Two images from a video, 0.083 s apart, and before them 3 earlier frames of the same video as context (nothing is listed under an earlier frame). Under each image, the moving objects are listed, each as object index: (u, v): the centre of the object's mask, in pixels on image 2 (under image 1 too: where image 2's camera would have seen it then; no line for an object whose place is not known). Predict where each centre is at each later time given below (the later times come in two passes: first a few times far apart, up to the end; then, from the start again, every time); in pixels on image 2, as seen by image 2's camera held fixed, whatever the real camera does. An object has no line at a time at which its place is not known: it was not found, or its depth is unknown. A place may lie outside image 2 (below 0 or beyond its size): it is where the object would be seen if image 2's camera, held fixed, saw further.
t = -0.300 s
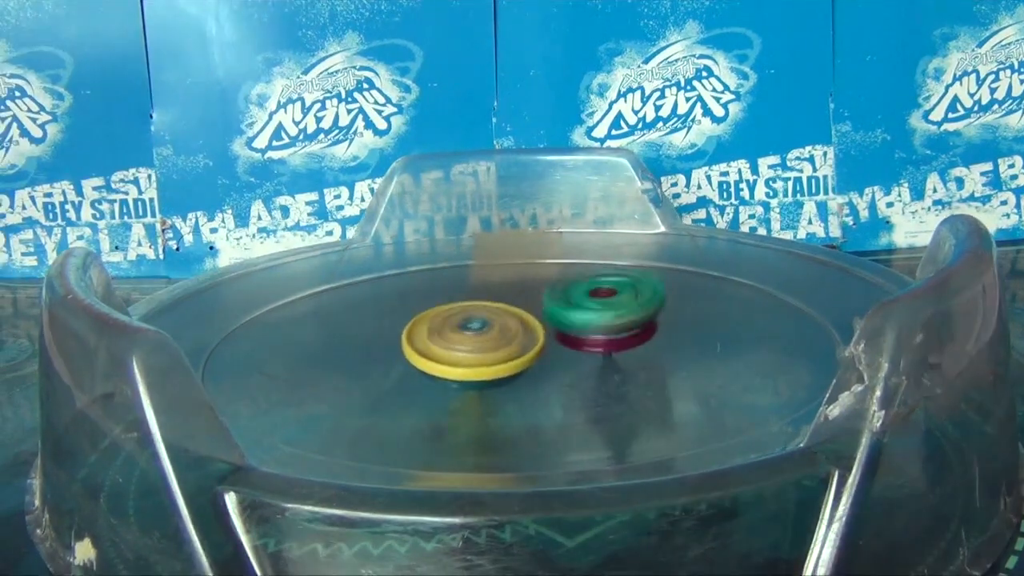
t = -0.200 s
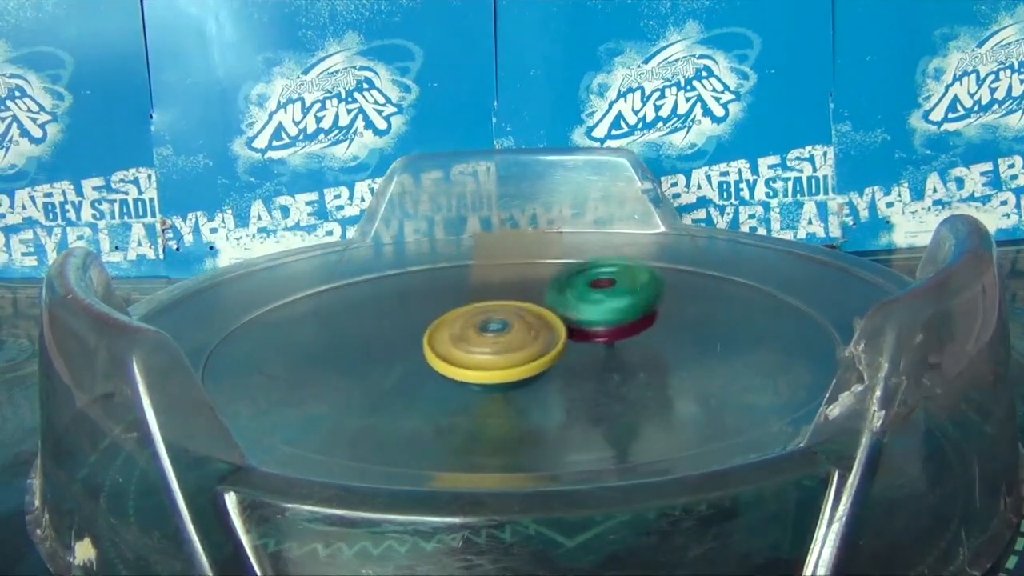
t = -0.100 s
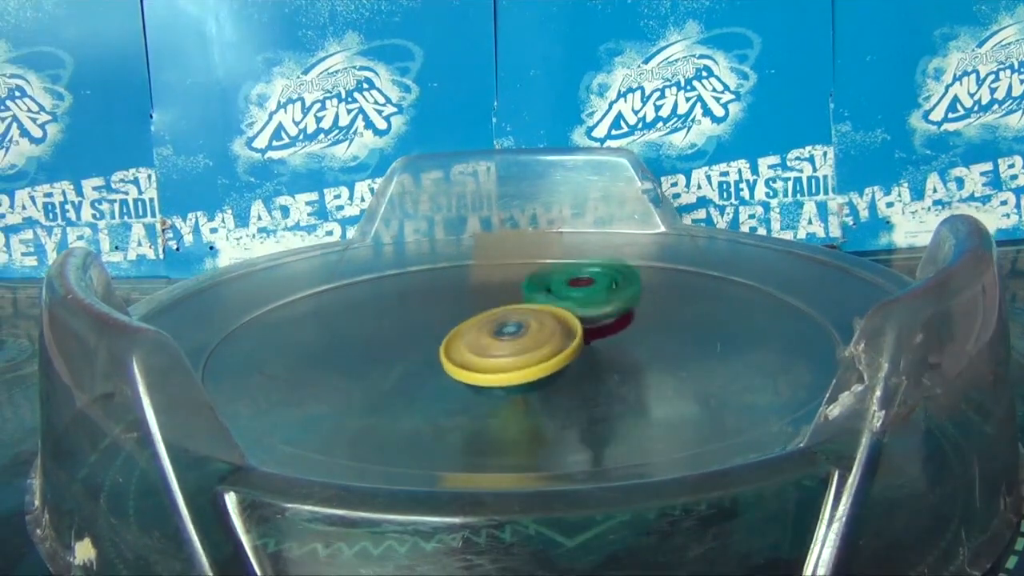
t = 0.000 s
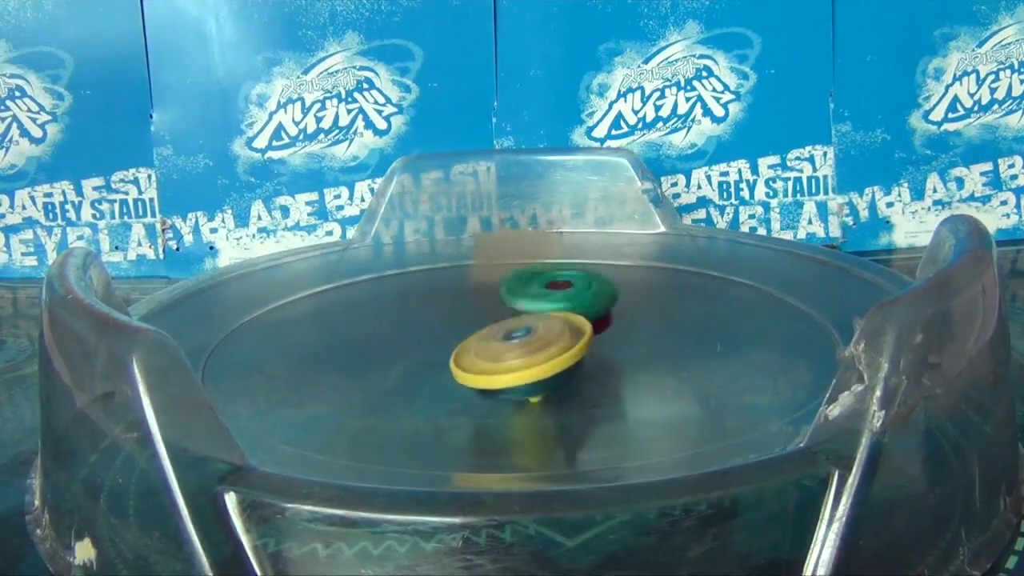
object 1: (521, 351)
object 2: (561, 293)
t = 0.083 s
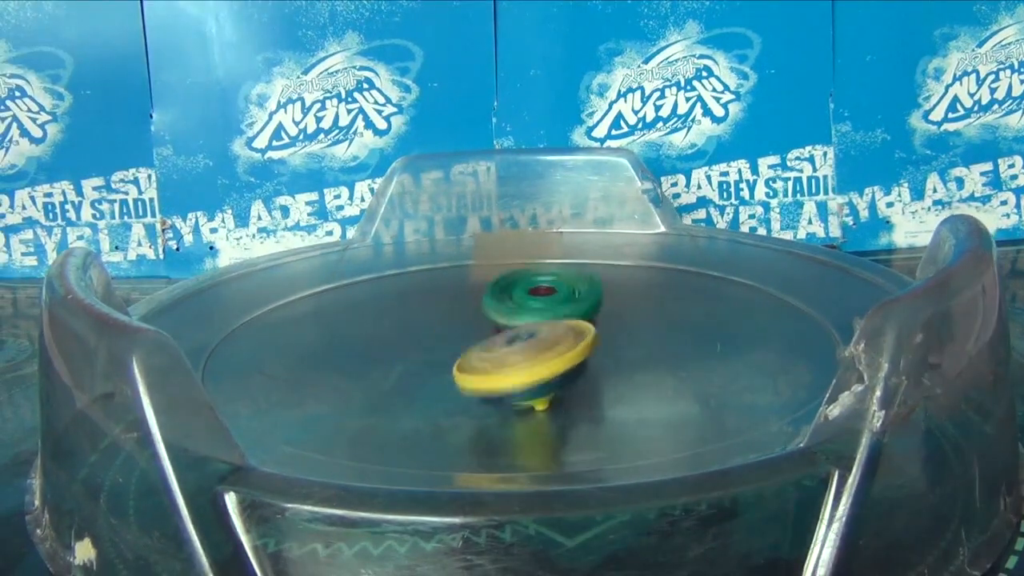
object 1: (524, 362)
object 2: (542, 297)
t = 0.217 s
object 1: (513, 376)
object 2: (529, 302)
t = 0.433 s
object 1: (499, 377)
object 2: (521, 323)
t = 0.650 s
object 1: (486, 378)
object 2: (547, 340)
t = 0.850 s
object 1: (467, 344)
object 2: (619, 340)
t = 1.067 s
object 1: (529, 290)
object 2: (671, 333)
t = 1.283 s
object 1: (604, 250)
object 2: (634, 340)
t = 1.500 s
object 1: (631, 258)
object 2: (582, 339)
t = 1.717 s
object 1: (635, 297)
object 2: (523, 330)
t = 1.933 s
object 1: (542, 359)
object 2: (452, 317)
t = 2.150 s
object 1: (427, 382)
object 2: (442, 314)
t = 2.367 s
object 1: (416, 381)
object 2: (452, 322)
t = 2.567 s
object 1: (439, 372)
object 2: (499, 328)
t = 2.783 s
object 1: (451, 362)
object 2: (548, 332)
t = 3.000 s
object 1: (474, 359)
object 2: (568, 330)
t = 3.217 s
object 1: (476, 366)
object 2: (547, 331)
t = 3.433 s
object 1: (480, 364)
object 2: (576, 331)
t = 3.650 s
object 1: (471, 362)
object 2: (557, 324)
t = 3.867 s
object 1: (487, 353)
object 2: (556, 329)
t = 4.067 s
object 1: (486, 356)
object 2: (556, 332)
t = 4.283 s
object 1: (488, 358)
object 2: (556, 332)
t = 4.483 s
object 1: (488, 357)
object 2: (556, 332)
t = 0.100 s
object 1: (522, 360)
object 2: (541, 299)
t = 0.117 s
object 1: (518, 364)
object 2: (538, 301)
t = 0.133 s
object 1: (517, 366)
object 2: (539, 299)
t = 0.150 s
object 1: (517, 369)
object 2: (538, 300)
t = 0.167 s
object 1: (514, 371)
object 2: (538, 302)
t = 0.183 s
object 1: (514, 372)
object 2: (533, 302)
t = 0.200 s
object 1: (514, 374)
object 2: (532, 301)
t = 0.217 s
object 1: (513, 376)
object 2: (529, 302)
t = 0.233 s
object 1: (512, 376)
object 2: (528, 305)
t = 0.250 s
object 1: (511, 377)
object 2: (525, 304)
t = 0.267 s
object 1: (510, 378)
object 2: (523, 304)
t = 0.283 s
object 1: (510, 377)
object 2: (521, 305)
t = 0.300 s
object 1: (509, 378)
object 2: (520, 309)
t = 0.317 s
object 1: (507, 378)
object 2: (519, 308)
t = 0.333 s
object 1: (507, 377)
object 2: (518, 310)
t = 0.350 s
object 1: (505, 377)
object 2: (517, 312)
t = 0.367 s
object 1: (505, 377)
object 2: (517, 316)
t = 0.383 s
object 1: (503, 377)
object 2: (518, 316)
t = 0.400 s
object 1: (501, 377)
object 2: (518, 317)
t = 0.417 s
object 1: (500, 377)
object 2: (520, 319)
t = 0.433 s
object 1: (499, 377)
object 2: (521, 323)
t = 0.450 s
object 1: (497, 377)
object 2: (521, 322)
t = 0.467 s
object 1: (496, 377)
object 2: (523, 322)
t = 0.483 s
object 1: (494, 377)
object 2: (528, 325)
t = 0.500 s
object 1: (493, 377)
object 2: (527, 330)
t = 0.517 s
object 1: (492, 377)
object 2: (530, 328)
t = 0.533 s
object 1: (490, 377)
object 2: (531, 329)
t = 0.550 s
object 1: (490, 377)
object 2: (536, 331)
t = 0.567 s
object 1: (489, 377)
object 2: (535, 334)
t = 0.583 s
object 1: (488, 376)
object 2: (538, 334)
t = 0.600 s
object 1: (488, 377)
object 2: (540, 335)
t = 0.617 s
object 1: (486, 376)
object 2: (547, 338)
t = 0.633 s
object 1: (487, 376)
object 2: (544, 341)
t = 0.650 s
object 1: (486, 378)
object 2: (547, 340)
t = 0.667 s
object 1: (485, 377)
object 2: (556, 342)
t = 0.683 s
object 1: (484, 378)
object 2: (565, 345)
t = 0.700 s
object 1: (479, 378)
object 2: (570, 347)
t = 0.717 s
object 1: (470, 375)
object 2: (582, 345)
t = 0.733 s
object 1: (465, 372)
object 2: (590, 346)
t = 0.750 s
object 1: (459, 368)
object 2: (595, 345)
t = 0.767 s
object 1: (458, 364)
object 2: (600, 348)
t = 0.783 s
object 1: (457, 361)
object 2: (600, 344)
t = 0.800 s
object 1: (457, 356)
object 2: (607, 341)
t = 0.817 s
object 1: (460, 353)
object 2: (610, 339)
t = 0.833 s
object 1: (465, 349)
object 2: (618, 339)
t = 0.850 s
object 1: (467, 344)
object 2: (619, 340)
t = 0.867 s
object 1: (471, 341)
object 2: (623, 336)
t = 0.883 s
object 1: (476, 337)
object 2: (627, 335)
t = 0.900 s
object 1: (479, 332)
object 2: (630, 334)
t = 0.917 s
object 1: (484, 328)
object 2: (636, 335)
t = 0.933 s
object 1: (489, 324)
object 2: (636, 335)
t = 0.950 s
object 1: (492, 319)
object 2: (642, 331)
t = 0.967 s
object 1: (497, 315)
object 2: (646, 331)
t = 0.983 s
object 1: (502, 311)
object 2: (653, 331)
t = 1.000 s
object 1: (507, 307)
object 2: (657, 332)
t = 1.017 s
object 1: (512, 302)
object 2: (658, 332)
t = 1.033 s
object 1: (518, 299)
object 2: (663, 330)
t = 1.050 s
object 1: (523, 294)
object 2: (665, 331)
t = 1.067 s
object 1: (529, 290)
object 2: (671, 333)
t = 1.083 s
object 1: (535, 286)
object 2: (670, 334)
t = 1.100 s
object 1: (540, 282)
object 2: (670, 333)
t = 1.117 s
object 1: (546, 277)
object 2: (672, 332)
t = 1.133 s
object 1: (553, 275)
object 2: (671, 332)
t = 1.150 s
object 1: (558, 271)
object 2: (672, 334)
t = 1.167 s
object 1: (564, 267)
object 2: (667, 337)
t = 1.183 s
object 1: (571, 264)
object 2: (664, 334)
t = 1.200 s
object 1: (576, 261)
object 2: (660, 335)
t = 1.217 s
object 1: (583, 257)
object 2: (656, 337)
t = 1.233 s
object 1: (589, 255)
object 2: (652, 338)
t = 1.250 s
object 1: (593, 254)
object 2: (645, 340)
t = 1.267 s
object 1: (598, 252)
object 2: (640, 340)
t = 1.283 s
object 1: (604, 250)
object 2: (634, 340)
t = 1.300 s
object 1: (608, 250)
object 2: (630, 340)
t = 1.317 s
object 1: (611, 249)
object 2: (624, 341)
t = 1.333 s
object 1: (615, 249)
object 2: (619, 341)
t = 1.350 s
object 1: (618, 250)
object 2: (614, 341)
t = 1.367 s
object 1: (620, 250)
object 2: (610, 341)
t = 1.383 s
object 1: (624, 249)
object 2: (607, 340)
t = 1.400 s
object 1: (625, 251)
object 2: (602, 340)
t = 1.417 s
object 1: (625, 251)
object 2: (599, 340)
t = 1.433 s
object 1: (628, 252)
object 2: (593, 341)
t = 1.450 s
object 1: (629, 254)
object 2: (591, 340)
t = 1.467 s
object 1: (629, 256)
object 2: (589, 340)
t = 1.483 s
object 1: (630, 256)
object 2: (585, 339)
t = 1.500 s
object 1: (631, 258)
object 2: (582, 339)
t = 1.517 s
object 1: (631, 262)
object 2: (580, 340)
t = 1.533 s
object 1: (631, 263)
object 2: (577, 339)
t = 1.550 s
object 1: (631, 266)
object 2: (576, 339)
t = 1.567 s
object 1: (630, 270)
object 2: (573, 340)
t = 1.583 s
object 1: (633, 271)
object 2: (572, 335)
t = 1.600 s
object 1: (634, 274)
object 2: (571, 335)
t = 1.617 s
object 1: (638, 276)
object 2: (566, 333)
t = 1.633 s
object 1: (639, 278)
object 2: (559, 334)
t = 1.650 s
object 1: (637, 283)
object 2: (548, 335)
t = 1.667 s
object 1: (639, 286)
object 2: (543, 332)
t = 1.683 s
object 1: (641, 288)
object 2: (535, 331)
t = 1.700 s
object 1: (639, 292)
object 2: (526, 330)
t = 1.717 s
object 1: (635, 297)
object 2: (523, 330)
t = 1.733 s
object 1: (631, 302)
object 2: (515, 327)
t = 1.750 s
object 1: (626, 308)
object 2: (510, 324)
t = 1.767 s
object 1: (621, 313)
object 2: (503, 323)
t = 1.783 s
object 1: (618, 323)
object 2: (501, 324)
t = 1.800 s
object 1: (612, 330)
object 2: (496, 324)
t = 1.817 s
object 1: (606, 334)
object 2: (490, 320)
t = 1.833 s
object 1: (599, 339)
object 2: (481, 321)
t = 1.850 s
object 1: (590, 342)
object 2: (474, 321)
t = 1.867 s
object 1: (581, 346)
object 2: (467, 320)
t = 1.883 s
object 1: (572, 351)
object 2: (461, 320)
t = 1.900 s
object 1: (564, 353)
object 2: (458, 321)
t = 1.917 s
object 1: (547, 345)
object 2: (455, 320)
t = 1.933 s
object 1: (542, 359)
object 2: (452, 317)
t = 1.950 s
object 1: (530, 363)
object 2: (449, 319)
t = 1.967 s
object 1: (520, 364)
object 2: (445, 321)
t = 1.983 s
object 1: (507, 369)
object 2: (442, 320)
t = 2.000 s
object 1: (496, 370)
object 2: (439, 321)
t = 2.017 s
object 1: (483, 374)
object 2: (436, 320)
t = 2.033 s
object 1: (471, 367)
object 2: (435, 320)
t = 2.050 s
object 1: (461, 376)
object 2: (437, 319)
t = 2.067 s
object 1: (452, 372)
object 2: (436, 315)
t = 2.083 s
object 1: (441, 373)
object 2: (435, 315)
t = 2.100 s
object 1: (437, 373)
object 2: (437, 317)
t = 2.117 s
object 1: (432, 375)
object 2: (434, 314)
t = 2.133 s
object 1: (429, 383)
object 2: (436, 314)
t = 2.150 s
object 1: (427, 382)
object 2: (442, 314)
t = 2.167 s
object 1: (426, 381)
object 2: (443, 315)
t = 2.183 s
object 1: (423, 381)
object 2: (443, 313)
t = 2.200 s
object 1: (422, 379)
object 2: (445, 314)
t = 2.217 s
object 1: (420, 382)
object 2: (447, 316)
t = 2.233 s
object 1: (419, 380)
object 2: (446, 319)
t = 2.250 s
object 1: (418, 379)
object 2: (442, 319)
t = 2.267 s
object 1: (414, 382)
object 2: (443, 318)
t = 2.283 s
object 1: (413, 379)
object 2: (444, 316)
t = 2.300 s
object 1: (410, 380)
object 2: (446, 318)
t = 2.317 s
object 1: (414, 378)
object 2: (448, 319)
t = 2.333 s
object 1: (414, 381)
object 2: (447, 320)
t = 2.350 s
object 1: (416, 382)
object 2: (448, 321)
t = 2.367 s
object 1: (416, 381)
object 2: (452, 322)
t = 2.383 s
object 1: (418, 381)
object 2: (459, 324)
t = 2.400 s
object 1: (422, 374)
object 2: (459, 327)
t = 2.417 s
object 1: (422, 374)
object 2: (458, 328)
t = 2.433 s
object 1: (422, 373)
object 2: (458, 328)
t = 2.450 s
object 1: (425, 373)
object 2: (459, 326)
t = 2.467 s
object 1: (425, 375)
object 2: (465, 325)
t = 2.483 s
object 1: (424, 373)
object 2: (472, 322)
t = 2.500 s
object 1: (424, 372)
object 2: (477, 323)
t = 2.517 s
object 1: (427, 372)
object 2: (483, 326)
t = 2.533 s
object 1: (432, 372)
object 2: (488, 329)
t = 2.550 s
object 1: (436, 373)
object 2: (493, 329)
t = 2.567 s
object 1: (439, 372)
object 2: (499, 328)
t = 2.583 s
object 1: (442, 371)
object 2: (506, 328)
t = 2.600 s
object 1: (435, 371)
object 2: (519, 334)
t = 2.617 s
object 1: (429, 370)
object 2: (527, 337)
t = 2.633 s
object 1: (424, 367)
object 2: (534, 338)
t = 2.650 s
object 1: (421, 363)
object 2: (539, 336)
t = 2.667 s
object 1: (423, 361)
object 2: (544, 335)
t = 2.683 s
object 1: (426, 360)
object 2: (547, 333)
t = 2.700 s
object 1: (430, 359)
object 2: (549, 336)
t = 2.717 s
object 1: (435, 359)
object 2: (548, 335)
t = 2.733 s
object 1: (440, 361)
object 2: (547, 335)
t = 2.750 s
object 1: (444, 362)
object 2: (547, 334)
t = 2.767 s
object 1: (448, 362)
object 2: (547, 333)
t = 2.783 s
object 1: (451, 362)
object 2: (548, 332)
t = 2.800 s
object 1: (455, 362)
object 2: (550, 330)
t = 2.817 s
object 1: (459, 362)
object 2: (551, 330)
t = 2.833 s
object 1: (462, 361)
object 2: (554, 329)
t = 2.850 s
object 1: (465, 361)
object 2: (557, 329)
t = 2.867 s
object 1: (468, 360)
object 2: (559, 328)
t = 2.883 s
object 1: (471, 360)
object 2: (562, 328)
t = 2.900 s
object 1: (472, 360)
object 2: (564, 329)
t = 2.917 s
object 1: (473, 360)
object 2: (566, 329)
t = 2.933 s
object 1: (474, 360)
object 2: (568, 330)
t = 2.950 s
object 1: (476, 359)
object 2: (567, 332)
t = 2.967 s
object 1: (476, 360)
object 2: (569, 330)
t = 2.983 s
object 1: (474, 360)
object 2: (568, 333)
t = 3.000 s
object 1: (474, 359)
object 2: (568, 330)
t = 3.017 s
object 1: (472, 359)
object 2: (566, 333)
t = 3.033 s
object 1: (469, 358)
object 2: (565, 330)
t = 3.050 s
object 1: (465, 358)
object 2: (563, 329)
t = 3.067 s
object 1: (461, 357)
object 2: (560, 332)
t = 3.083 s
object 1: (462, 354)
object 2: (561, 328)
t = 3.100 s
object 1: (462, 352)
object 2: (559, 328)
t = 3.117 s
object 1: (467, 352)
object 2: (557, 327)
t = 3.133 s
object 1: (471, 353)
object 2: (553, 329)
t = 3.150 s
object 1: (474, 354)
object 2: (551, 330)
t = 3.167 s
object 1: (478, 358)
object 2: (549, 331)
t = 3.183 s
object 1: (478, 362)
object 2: (547, 332)
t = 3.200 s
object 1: (478, 365)
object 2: (546, 331)
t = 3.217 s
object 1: (476, 366)
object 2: (547, 331)
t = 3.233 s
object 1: (475, 365)
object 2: (548, 330)
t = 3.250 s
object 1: (474, 365)
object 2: (551, 330)
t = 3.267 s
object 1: (474, 365)
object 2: (554, 330)
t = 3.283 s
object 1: (473, 364)
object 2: (557, 330)
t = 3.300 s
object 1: (472, 364)
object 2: (559, 330)
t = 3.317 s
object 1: (473, 364)
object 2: (562, 330)
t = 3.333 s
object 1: (474, 363)
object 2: (565, 331)
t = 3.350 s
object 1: (476, 363)
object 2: (567, 331)
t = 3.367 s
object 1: (477, 363)
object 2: (569, 331)
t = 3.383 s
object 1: (478, 363)
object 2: (572, 331)
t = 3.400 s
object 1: (479, 363)
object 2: (574, 331)
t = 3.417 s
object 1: (480, 364)
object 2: (575, 332)
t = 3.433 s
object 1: (480, 364)
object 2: (576, 331)
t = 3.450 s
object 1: (481, 364)
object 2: (575, 330)
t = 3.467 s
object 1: (481, 364)
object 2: (575, 330)
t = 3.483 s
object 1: (482, 364)
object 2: (574, 329)
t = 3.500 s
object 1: (482, 364)
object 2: (573, 328)
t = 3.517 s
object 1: (482, 363)
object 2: (572, 328)
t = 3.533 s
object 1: (481, 363)
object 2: (570, 327)
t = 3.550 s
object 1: (482, 361)
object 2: (568, 325)
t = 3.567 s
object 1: (480, 361)
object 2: (566, 325)
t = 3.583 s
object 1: (478, 361)
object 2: (564, 325)
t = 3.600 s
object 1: (476, 361)
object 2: (562, 324)
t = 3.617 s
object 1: (474, 361)
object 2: (559, 323)
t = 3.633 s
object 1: (472, 362)
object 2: (558, 324)
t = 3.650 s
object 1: (471, 362)
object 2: (557, 324)
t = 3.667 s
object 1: (468, 361)
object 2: (556, 324)
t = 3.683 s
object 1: (468, 361)
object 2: (557, 323)
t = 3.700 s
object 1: (468, 360)
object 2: (558, 324)
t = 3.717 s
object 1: (468, 358)
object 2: (559, 324)
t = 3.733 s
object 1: (467, 357)
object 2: (559, 324)
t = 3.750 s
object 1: (468, 356)
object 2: (559, 324)
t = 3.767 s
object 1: (468, 354)
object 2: (559, 325)
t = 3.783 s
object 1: (473, 353)
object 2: (559, 324)
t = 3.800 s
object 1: (476, 351)
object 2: (559, 326)
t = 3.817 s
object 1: (479, 352)
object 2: (558, 326)
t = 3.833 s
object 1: (482, 353)
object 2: (557, 327)
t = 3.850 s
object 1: (484, 353)
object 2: (557, 327)
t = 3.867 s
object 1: (487, 353)
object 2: (556, 329)
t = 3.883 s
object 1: (489, 354)
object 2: (556, 329)
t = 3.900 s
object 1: (489, 354)
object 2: (556, 330)
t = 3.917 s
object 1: (489, 354)
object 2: (556, 330)
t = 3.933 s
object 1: (489, 355)
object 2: (555, 331)
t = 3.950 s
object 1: (489, 356)
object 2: (555, 332)
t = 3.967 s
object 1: (488, 357)
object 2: (555, 332)
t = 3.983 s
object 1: (488, 357)
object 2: (555, 332)
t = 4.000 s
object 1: (488, 358)
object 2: (555, 332)
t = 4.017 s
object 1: (488, 357)
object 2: (555, 332)
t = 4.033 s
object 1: (487, 357)
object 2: (555, 332)
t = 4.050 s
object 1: (486, 357)
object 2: (556, 332)
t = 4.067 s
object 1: (486, 356)
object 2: (556, 332)
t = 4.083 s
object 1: (487, 357)
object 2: (556, 332)
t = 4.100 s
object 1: (487, 357)
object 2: (556, 332)
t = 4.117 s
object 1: (487, 358)
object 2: (556, 332)
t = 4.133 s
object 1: (488, 358)
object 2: (556, 332)
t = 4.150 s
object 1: (488, 358)
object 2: (556, 332)
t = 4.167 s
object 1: (488, 358)
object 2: (557, 332)
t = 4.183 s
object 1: (488, 358)
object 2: (557, 332)
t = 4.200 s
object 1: (488, 357)
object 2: (557, 332)
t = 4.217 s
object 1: (487, 357)
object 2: (556, 332)
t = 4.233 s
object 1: (488, 357)
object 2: (556, 332)
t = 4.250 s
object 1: (487, 357)
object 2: (556, 332)
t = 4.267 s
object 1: (488, 358)
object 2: (556, 332)
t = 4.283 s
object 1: (488, 358)
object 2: (556, 332)
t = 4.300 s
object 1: (488, 358)
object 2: (556, 331)
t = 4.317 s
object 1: (488, 358)
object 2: (556, 332)
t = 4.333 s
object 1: (488, 357)
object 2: (556, 332)
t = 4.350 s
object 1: (487, 357)
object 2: (556, 332)
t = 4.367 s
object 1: (487, 357)
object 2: (556, 332)
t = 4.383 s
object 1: (487, 357)
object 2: (556, 332)
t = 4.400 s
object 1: (488, 357)
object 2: (556, 332)
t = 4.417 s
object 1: (488, 358)
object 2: (556, 332)
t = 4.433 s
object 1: (488, 358)
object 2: (556, 332)
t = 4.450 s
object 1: (488, 358)
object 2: (556, 332)
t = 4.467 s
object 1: (488, 358)
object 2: (556, 332)
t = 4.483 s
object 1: (488, 357)
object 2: (556, 332)
